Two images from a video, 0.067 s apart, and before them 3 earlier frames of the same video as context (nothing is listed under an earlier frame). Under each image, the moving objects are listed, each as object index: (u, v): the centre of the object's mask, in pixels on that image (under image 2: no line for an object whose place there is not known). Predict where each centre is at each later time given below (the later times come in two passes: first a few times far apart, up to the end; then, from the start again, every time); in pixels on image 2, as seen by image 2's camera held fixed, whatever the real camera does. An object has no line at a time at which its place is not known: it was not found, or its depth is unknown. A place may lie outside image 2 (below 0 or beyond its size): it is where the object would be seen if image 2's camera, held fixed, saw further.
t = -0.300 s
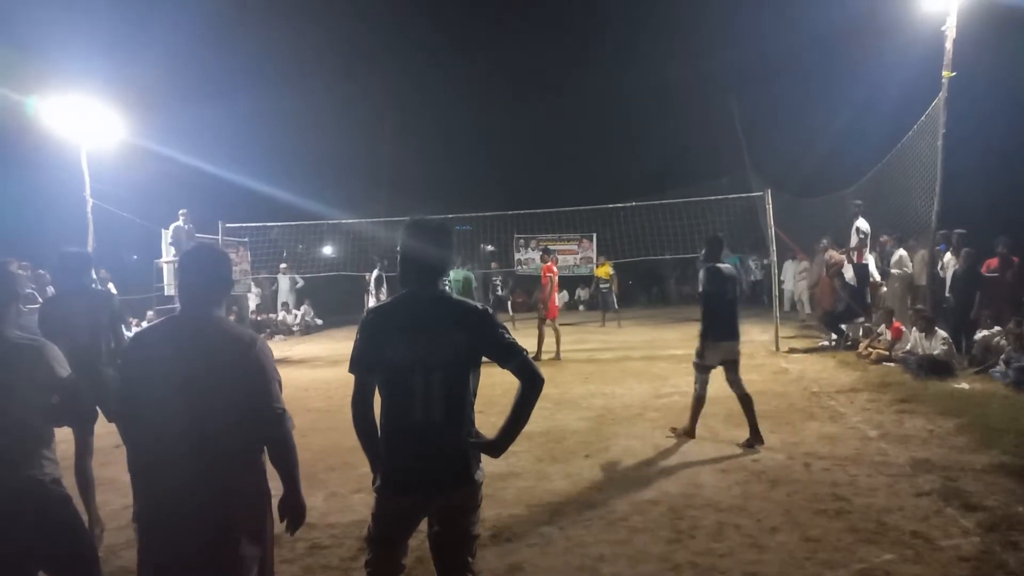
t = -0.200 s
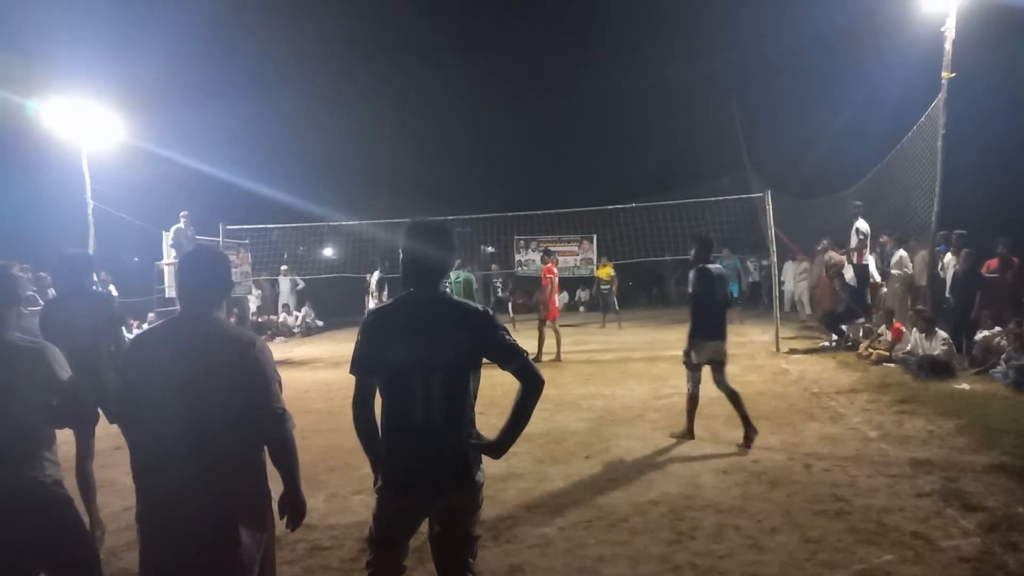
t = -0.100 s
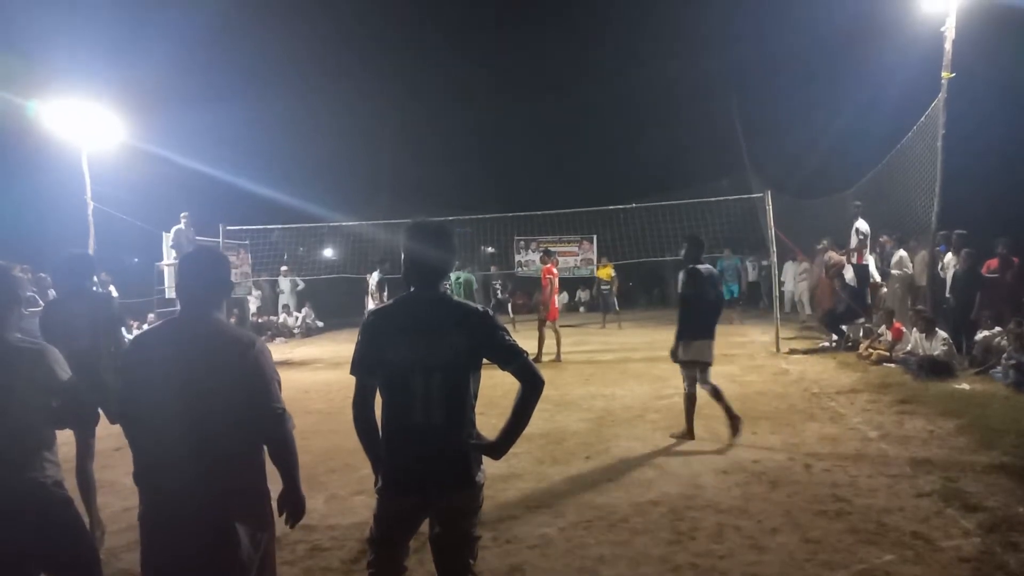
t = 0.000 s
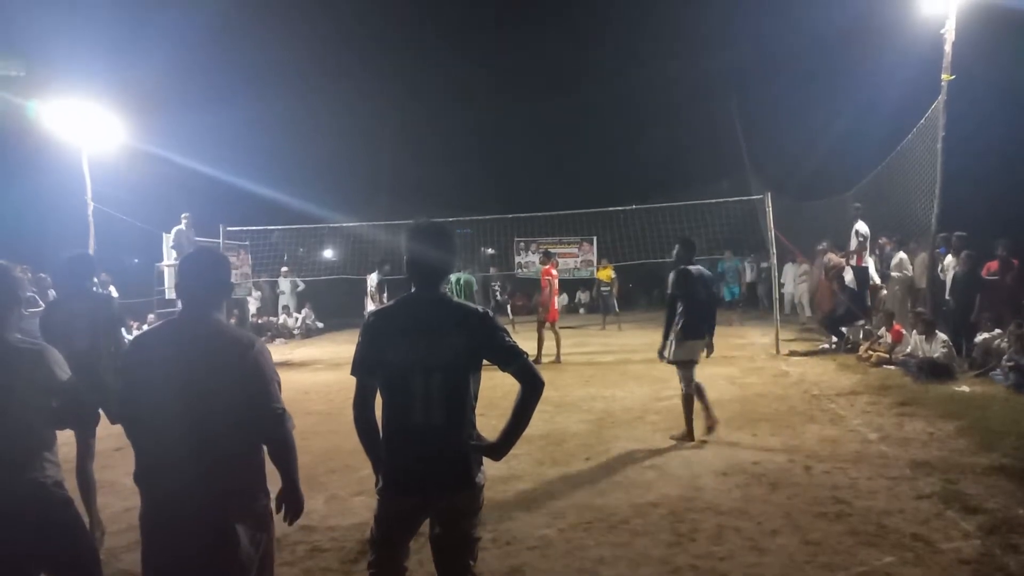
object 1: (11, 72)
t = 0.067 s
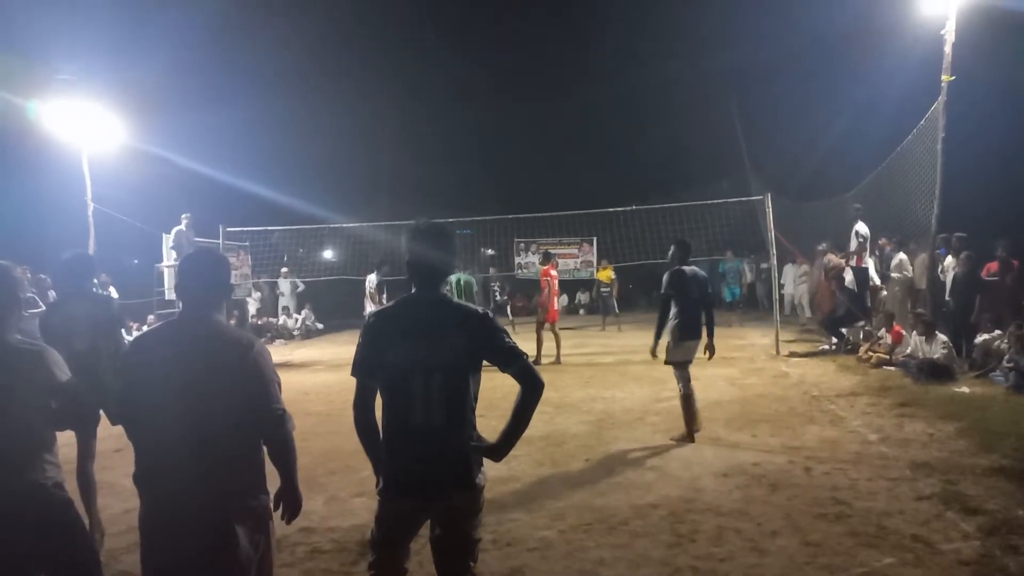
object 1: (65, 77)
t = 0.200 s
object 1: (151, 85)
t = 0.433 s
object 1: (256, 122)
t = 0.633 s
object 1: (316, 164)
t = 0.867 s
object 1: (366, 218)
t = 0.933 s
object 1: (378, 237)
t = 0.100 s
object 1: (93, 79)
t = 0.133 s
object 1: (110, 80)
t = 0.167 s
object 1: (133, 82)
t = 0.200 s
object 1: (151, 85)
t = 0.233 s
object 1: (169, 88)
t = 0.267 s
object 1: (188, 94)
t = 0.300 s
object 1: (203, 98)
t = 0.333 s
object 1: (217, 104)
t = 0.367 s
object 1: (233, 111)
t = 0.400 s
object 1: (245, 117)
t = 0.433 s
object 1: (256, 122)
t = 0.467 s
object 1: (267, 129)
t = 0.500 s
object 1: (278, 136)
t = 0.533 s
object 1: (288, 143)
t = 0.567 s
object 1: (298, 150)
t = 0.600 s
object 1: (307, 157)
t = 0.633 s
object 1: (316, 164)
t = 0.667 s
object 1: (325, 172)
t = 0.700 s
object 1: (332, 179)
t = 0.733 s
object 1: (340, 188)
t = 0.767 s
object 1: (347, 195)
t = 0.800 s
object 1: (353, 203)
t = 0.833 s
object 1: (360, 211)
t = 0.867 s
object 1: (366, 218)
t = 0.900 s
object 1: (371, 227)
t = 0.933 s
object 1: (378, 237)
